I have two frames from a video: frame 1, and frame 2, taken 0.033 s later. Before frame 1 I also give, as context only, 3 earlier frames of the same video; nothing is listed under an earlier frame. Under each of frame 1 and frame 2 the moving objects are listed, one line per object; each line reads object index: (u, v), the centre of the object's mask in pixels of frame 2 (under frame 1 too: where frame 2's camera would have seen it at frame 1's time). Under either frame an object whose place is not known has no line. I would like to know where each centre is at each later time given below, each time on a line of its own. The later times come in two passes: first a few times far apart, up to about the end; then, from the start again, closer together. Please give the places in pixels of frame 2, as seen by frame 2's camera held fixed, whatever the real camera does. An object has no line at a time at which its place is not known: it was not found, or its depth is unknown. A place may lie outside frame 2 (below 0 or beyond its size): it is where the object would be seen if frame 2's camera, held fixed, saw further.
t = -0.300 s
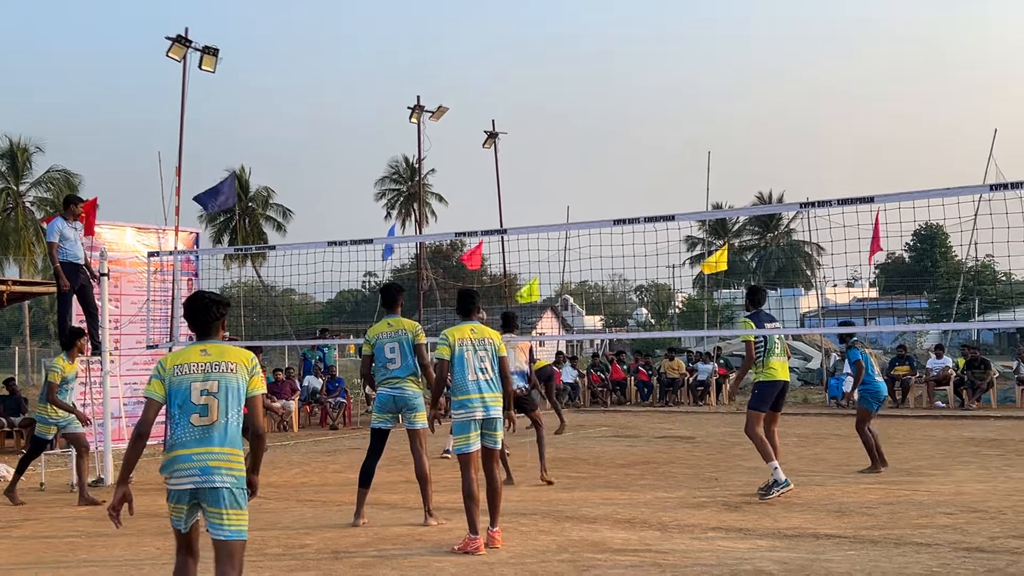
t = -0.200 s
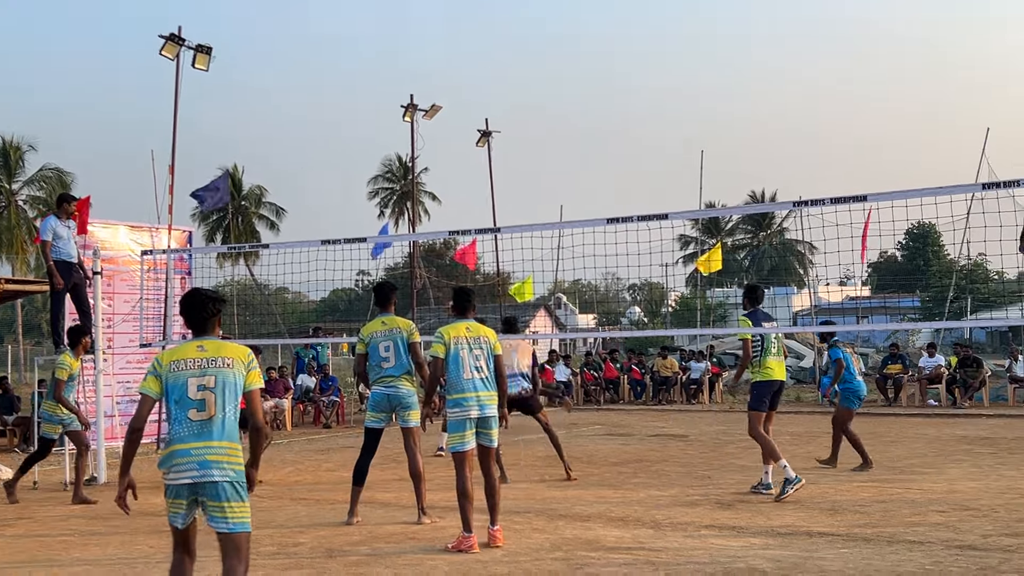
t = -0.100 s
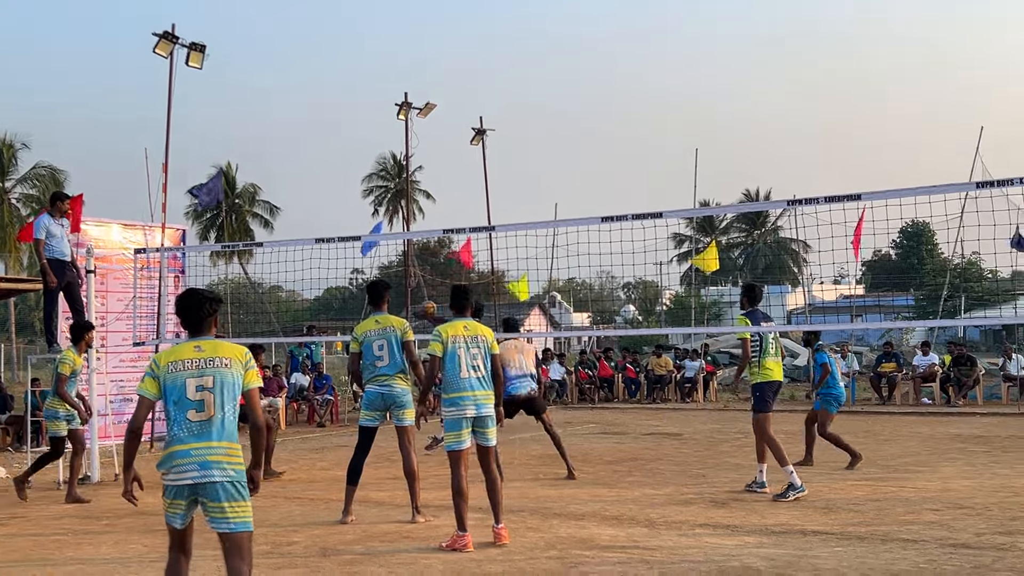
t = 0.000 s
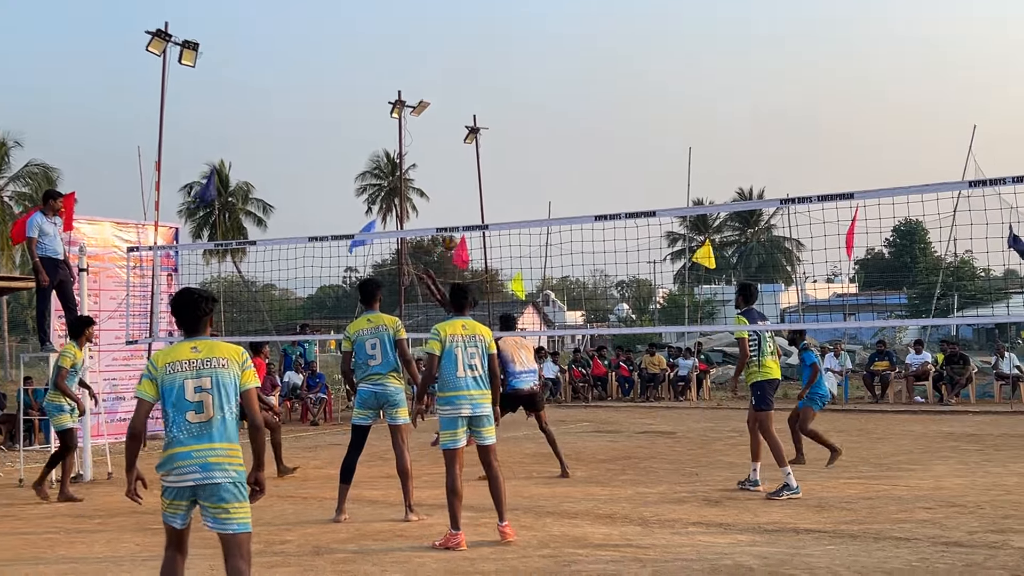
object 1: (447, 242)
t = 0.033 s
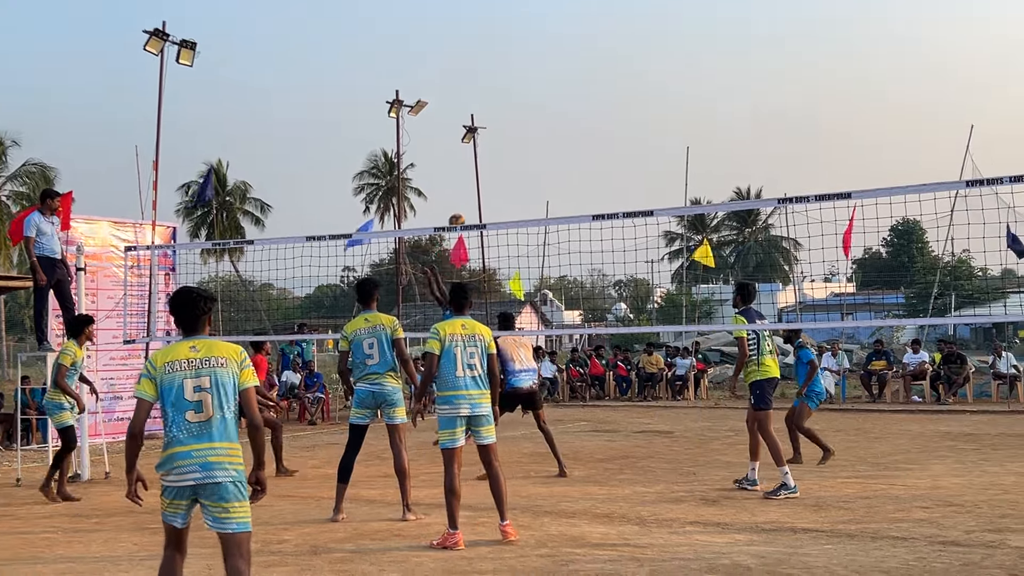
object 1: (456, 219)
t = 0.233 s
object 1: (514, 121)
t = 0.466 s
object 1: (582, 46)
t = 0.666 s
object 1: (641, 18)
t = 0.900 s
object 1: (711, 22)
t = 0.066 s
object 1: (466, 203)
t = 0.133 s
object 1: (486, 168)
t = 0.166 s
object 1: (495, 151)
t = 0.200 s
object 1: (505, 136)
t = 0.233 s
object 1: (514, 121)
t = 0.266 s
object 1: (524, 108)
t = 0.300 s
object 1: (533, 95)
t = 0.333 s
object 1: (543, 83)
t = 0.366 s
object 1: (553, 73)
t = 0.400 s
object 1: (563, 63)
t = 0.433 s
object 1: (572, 54)
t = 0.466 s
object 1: (582, 46)
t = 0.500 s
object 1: (592, 39)
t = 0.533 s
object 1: (602, 32)
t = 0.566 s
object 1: (612, 27)
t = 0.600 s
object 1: (622, 22)
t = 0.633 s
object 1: (632, 19)
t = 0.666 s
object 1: (641, 18)
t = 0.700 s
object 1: (651, 17)
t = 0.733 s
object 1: (661, 17)
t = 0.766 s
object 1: (671, 17)
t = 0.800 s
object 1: (681, 17)
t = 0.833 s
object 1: (691, 19)
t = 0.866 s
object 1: (701, 20)
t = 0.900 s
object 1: (711, 22)
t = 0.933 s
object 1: (721, 24)
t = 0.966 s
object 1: (731, 29)
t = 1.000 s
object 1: (741, 35)
